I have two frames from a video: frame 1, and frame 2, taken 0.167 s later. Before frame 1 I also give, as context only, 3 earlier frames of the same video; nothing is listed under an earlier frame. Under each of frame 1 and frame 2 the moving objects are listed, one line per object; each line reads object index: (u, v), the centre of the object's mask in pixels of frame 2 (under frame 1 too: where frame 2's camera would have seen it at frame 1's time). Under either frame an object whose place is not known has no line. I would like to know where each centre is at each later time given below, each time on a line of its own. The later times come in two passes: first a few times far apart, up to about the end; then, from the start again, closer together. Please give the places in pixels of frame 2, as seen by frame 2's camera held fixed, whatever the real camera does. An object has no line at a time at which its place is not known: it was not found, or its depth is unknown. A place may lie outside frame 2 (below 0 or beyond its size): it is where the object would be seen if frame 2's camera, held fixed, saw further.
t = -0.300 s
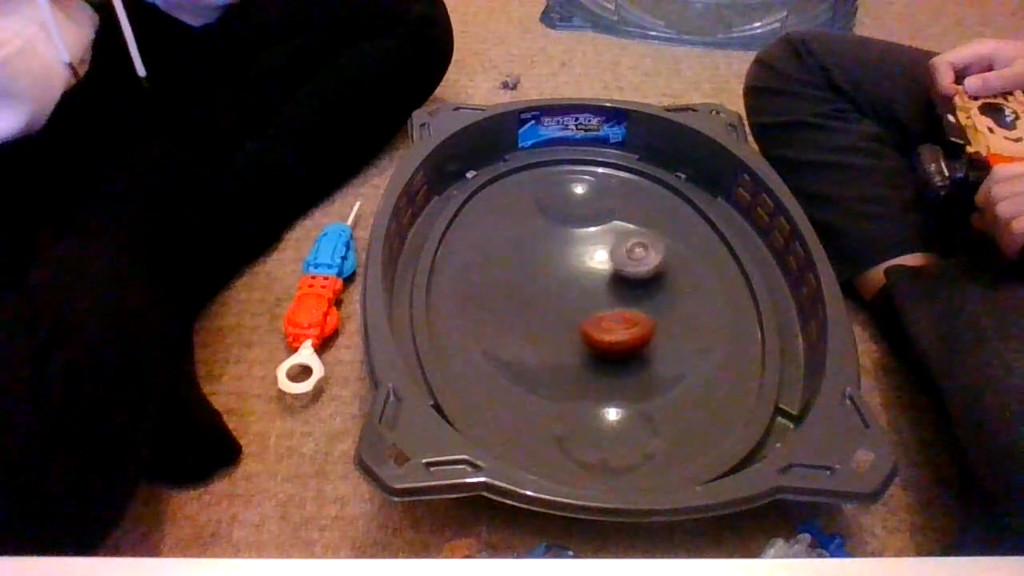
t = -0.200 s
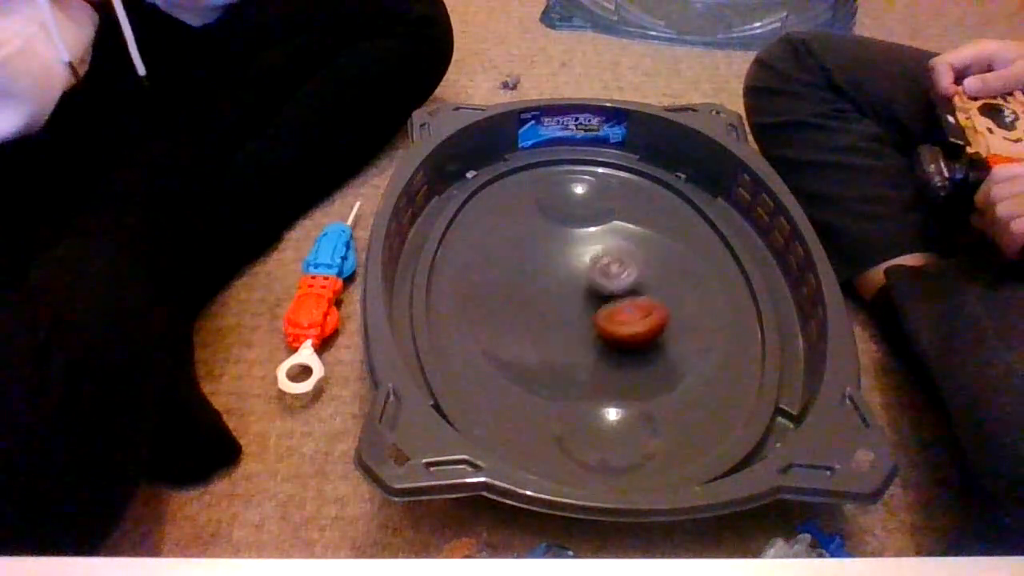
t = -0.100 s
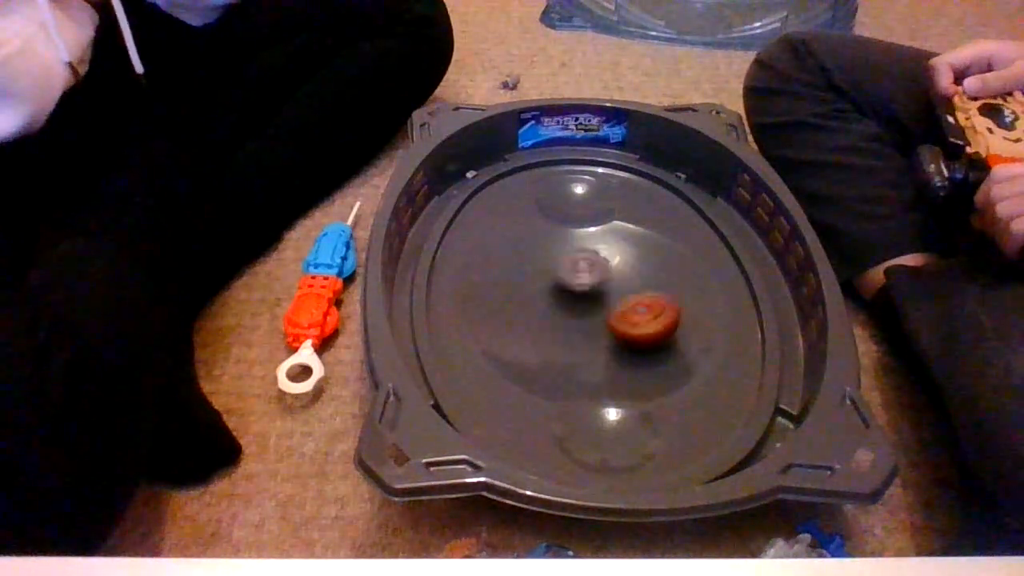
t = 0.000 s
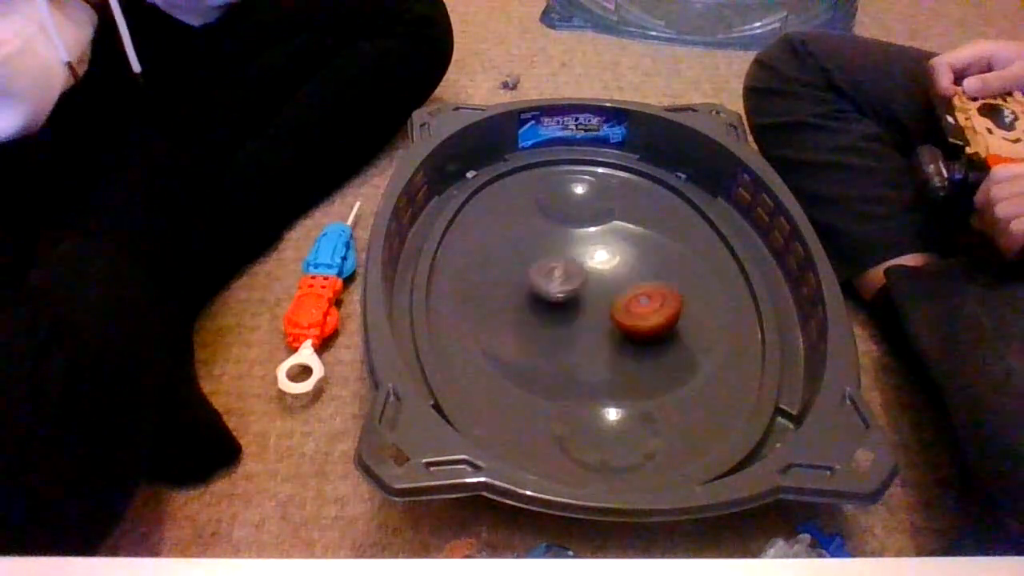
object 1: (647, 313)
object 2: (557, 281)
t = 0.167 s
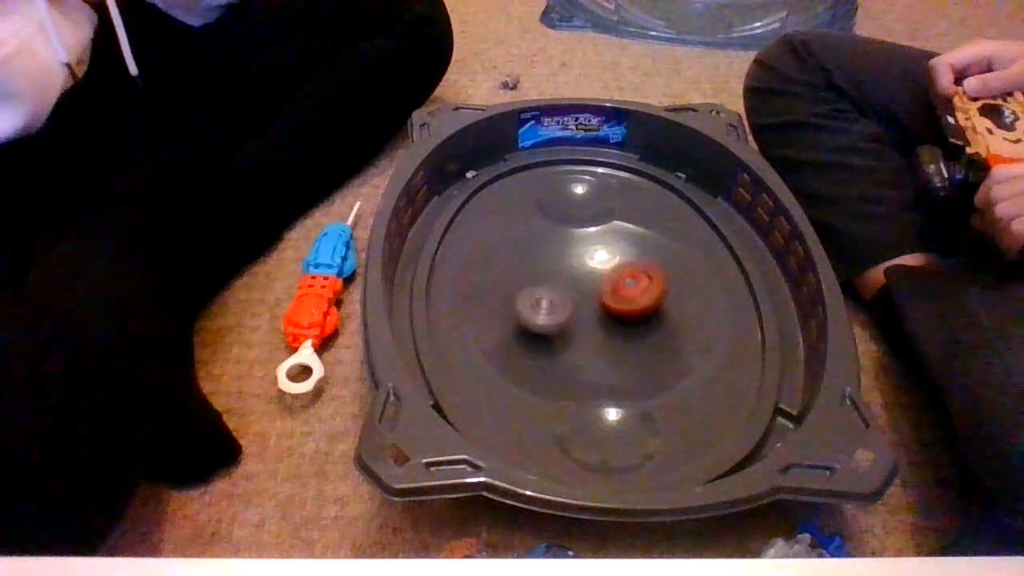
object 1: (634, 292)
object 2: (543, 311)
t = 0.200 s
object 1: (630, 288)
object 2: (546, 318)
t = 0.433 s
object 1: (600, 263)
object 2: (610, 333)
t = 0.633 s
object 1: (571, 260)
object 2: (625, 297)
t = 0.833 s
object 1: (547, 271)
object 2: (612, 277)
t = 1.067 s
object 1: (535, 296)
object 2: (617, 296)
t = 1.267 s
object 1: (556, 323)
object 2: (622, 321)
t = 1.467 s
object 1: (575, 340)
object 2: (650, 295)
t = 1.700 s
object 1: (614, 332)
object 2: (592, 281)
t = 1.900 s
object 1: (634, 313)
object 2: (549, 298)
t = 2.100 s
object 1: (630, 287)
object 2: (553, 326)
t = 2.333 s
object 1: (603, 265)
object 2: (605, 316)
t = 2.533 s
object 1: (572, 258)
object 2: (623, 306)
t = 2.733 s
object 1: (544, 269)
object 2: (608, 300)
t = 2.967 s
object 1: (538, 299)
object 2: (606, 317)
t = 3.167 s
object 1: (557, 323)
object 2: (622, 313)
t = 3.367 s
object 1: (589, 334)
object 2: (619, 278)
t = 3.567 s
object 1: (618, 325)
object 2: (578, 276)
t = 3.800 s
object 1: (628, 298)
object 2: (560, 309)
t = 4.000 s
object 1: (609, 278)
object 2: (590, 330)
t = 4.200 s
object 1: (578, 271)
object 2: (617, 313)
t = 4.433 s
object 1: (552, 284)
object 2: (627, 300)
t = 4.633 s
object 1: (548, 308)
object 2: (620, 292)
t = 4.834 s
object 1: (576, 332)
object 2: (617, 274)
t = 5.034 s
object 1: (602, 325)
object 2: (595, 264)
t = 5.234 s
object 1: (611, 314)
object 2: (562, 271)
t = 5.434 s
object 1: (603, 299)
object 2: (528, 283)
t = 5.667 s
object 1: (592, 294)
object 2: (508, 308)
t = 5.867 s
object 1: (582, 298)
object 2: (542, 332)
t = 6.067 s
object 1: (590, 297)
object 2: (582, 345)
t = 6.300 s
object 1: (592, 291)
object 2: (628, 337)
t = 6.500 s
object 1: (585, 284)
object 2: (648, 327)
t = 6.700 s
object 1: (567, 284)
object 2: (648, 317)
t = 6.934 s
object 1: (566, 297)
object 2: (635, 305)
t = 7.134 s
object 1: (574, 306)
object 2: (642, 290)
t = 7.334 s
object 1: (583, 306)
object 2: (636, 272)
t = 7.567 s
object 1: (580, 312)
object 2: (614, 268)
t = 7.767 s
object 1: (579, 314)
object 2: (597, 269)
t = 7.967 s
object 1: (585, 318)
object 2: (584, 265)
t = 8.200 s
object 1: (596, 316)
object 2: (574, 263)
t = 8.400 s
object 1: (597, 314)
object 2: (555, 274)
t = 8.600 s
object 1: (597, 311)
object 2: (542, 270)
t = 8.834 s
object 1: (610, 316)
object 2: (541, 264)
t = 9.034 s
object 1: (602, 307)
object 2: (550, 294)
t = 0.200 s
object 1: (630, 288)
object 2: (546, 318)
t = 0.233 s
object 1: (625, 284)
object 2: (552, 324)
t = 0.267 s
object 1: (621, 280)
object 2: (560, 330)
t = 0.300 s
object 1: (617, 276)
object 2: (568, 333)
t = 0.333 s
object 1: (613, 272)
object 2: (579, 337)
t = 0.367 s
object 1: (609, 269)
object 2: (590, 338)
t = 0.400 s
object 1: (605, 266)
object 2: (600, 336)
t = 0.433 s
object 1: (600, 263)
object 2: (610, 333)
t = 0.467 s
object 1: (595, 261)
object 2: (617, 329)
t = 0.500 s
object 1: (590, 260)
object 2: (621, 323)
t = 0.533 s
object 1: (585, 258)
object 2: (625, 317)
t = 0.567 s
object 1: (581, 258)
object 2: (626, 312)
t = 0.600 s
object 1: (576, 259)
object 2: (627, 304)
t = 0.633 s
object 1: (571, 260)
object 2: (625, 297)
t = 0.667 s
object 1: (566, 261)
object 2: (625, 291)
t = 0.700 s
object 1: (561, 262)
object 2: (625, 289)
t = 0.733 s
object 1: (558, 263)
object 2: (625, 285)
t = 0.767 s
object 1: (555, 266)
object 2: (622, 282)
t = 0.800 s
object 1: (550, 269)
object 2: (618, 280)
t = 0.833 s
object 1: (547, 271)
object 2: (612, 277)
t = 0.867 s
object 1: (542, 274)
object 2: (612, 278)
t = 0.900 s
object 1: (538, 276)
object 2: (613, 279)
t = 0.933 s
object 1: (535, 280)
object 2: (613, 282)
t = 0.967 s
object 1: (534, 284)
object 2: (613, 285)
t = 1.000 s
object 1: (533, 287)
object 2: (614, 289)
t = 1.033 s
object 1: (534, 292)
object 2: (615, 293)
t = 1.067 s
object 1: (535, 296)
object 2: (617, 296)
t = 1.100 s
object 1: (538, 301)
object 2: (617, 304)
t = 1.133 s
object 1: (540, 306)
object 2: (619, 307)
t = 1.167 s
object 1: (544, 310)
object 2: (620, 310)
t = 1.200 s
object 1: (547, 315)
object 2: (621, 314)
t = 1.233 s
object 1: (552, 320)
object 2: (622, 316)
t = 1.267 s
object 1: (556, 323)
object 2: (622, 321)
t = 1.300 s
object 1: (558, 327)
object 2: (628, 320)
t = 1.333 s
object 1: (558, 330)
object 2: (640, 316)
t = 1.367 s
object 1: (561, 333)
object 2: (647, 310)
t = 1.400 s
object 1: (565, 337)
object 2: (650, 304)
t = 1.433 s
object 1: (570, 339)
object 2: (652, 301)
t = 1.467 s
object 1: (575, 340)
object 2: (650, 295)
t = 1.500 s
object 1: (580, 340)
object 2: (645, 290)
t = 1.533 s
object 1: (587, 340)
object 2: (639, 287)
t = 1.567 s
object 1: (592, 340)
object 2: (630, 284)
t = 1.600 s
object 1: (597, 338)
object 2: (620, 279)
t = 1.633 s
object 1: (602, 336)
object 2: (610, 279)
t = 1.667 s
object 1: (608, 334)
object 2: (599, 280)
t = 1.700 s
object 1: (614, 332)
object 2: (592, 281)
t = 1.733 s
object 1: (617, 330)
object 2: (584, 284)
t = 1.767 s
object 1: (621, 327)
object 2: (574, 286)
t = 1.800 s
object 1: (626, 323)
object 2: (567, 289)
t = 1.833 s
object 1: (629, 319)
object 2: (560, 291)
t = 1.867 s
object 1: (632, 317)
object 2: (554, 295)
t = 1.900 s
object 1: (634, 313)
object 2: (549, 298)
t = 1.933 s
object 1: (635, 307)
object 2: (546, 302)
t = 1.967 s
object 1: (635, 304)
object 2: (543, 307)
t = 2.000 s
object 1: (636, 299)
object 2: (542, 311)
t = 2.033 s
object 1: (635, 295)
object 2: (543, 317)
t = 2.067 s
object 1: (633, 291)
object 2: (548, 322)
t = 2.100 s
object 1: (630, 287)
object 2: (553, 326)
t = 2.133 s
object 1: (627, 283)
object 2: (560, 330)
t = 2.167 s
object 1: (624, 280)
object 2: (571, 330)
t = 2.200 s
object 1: (621, 277)
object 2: (581, 330)
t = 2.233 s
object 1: (616, 274)
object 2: (587, 327)
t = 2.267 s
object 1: (612, 270)
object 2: (594, 324)
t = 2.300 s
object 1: (608, 267)
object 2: (601, 319)
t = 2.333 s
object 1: (603, 265)
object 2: (605, 316)
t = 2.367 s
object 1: (596, 262)
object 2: (609, 317)
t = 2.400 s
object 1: (591, 260)
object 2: (613, 317)
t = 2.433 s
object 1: (587, 260)
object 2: (618, 315)
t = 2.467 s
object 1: (580, 259)
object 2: (621, 313)
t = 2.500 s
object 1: (576, 257)
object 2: (624, 310)
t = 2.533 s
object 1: (572, 258)
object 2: (623, 306)
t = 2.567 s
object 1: (567, 260)
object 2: (620, 302)
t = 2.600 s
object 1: (563, 261)
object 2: (613, 297)
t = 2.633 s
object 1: (557, 262)
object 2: (613, 295)
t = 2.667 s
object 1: (553, 264)
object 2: (613, 295)
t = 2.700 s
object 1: (547, 265)
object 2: (611, 297)
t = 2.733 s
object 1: (544, 269)
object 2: (608, 300)
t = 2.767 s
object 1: (541, 272)
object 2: (604, 302)
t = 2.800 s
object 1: (538, 276)
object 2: (601, 304)
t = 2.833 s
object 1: (537, 279)
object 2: (599, 306)
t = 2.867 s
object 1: (537, 284)
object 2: (598, 309)
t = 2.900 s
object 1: (536, 289)
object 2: (600, 311)
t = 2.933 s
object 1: (536, 293)
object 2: (603, 316)
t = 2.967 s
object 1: (538, 299)
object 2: (606, 317)
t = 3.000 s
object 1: (539, 303)
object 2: (609, 319)
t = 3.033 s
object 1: (542, 306)
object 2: (610, 318)
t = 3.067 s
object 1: (545, 312)
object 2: (615, 320)
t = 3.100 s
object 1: (548, 316)
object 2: (620, 318)
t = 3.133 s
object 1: (553, 320)
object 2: (621, 315)
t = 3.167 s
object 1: (557, 323)
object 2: (622, 313)
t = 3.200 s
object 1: (563, 326)
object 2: (622, 308)
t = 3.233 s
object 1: (567, 329)
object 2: (626, 302)
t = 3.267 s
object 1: (571, 331)
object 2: (627, 296)
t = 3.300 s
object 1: (576, 332)
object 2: (625, 289)
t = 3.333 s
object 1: (582, 334)
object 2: (622, 282)
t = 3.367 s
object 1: (589, 334)
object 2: (619, 278)
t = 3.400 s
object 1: (594, 333)
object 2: (613, 273)
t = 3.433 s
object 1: (600, 332)
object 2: (608, 271)
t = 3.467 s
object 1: (605, 331)
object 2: (599, 271)
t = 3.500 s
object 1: (610, 329)
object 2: (591, 271)
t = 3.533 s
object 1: (613, 327)
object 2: (584, 274)
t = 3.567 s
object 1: (618, 325)
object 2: (578, 276)
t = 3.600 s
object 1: (622, 321)
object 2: (572, 279)
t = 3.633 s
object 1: (625, 319)
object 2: (566, 286)
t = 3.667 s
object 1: (627, 315)
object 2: (563, 290)
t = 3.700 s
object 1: (628, 311)
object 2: (560, 294)
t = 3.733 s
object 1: (629, 307)
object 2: (557, 302)
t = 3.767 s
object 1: (629, 302)
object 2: (559, 306)
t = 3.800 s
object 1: (628, 298)
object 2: (560, 309)
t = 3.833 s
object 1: (626, 294)
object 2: (563, 315)
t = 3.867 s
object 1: (624, 290)
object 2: (567, 321)
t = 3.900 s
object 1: (621, 287)
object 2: (570, 325)
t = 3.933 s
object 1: (618, 283)
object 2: (577, 328)
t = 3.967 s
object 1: (614, 280)
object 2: (584, 329)
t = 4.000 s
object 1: (609, 278)
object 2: (590, 330)
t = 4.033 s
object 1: (605, 274)
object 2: (598, 330)
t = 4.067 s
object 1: (600, 273)
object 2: (604, 328)
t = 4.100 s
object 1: (594, 272)
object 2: (608, 325)
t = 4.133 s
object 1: (589, 270)
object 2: (614, 321)
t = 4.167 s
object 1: (583, 270)
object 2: (615, 317)
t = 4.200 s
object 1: (578, 271)
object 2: (617, 313)
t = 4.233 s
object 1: (572, 270)
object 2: (619, 311)
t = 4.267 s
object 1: (568, 271)
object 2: (623, 310)
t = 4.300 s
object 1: (564, 273)
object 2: (625, 311)
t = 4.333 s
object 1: (560, 275)
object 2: (628, 309)
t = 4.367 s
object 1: (557, 278)
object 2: (629, 305)
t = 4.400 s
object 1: (554, 281)
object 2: (629, 301)
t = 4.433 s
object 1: (552, 284)
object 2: (627, 300)
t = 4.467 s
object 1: (550, 288)
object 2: (621, 300)
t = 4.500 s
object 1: (550, 292)
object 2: (616, 297)
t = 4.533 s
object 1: (548, 297)
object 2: (614, 295)
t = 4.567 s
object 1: (545, 300)
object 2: (618, 294)
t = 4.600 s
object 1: (546, 305)
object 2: (618, 293)
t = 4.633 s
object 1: (548, 308)
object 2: (620, 292)
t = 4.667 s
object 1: (554, 315)
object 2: (618, 290)
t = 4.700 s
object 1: (559, 319)
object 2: (615, 290)
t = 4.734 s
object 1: (566, 326)
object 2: (610, 291)
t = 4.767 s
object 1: (567, 329)
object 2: (614, 283)
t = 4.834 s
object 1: (576, 332)
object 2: (617, 274)
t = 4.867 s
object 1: (581, 333)
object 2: (617, 271)
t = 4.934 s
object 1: (590, 331)
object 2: (611, 266)
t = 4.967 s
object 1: (595, 330)
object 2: (607, 264)
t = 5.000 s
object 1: (598, 328)
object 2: (600, 265)
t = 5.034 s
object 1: (602, 325)
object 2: (595, 264)
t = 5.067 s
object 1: (604, 322)
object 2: (592, 271)
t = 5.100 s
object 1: (607, 321)
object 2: (587, 274)
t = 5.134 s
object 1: (609, 320)
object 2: (580, 272)
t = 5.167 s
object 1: (611, 320)
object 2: (574, 271)
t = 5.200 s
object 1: (611, 317)
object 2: (568, 271)
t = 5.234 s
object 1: (611, 314)
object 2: (562, 271)
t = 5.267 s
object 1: (608, 311)
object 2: (556, 272)
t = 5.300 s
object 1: (606, 307)
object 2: (552, 275)
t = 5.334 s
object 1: (606, 306)
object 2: (544, 276)
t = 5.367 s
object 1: (607, 304)
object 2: (536, 277)
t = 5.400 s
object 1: (606, 301)
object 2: (531, 279)
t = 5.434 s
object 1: (603, 299)
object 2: (528, 283)
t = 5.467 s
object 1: (599, 297)
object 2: (527, 284)
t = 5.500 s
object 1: (595, 296)
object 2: (527, 290)
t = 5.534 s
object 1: (596, 295)
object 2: (519, 294)
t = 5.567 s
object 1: (598, 294)
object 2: (510, 298)
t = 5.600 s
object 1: (598, 293)
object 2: (507, 301)
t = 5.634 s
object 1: (595, 293)
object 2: (506, 305)
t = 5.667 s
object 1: (592, 294)
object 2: (508, 308)
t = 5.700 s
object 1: (587, 296)
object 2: (511, 311)
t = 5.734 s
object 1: (585, 297)
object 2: (519, 317)
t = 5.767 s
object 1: (582, 298)
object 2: (525, 321)
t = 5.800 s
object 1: (582, 299)
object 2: (531, 325)
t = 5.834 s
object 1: (582, 298)
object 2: (535, 329)
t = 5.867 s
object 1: (582, 298)
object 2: (542, 332)
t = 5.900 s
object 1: (582, 298)
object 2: (545, 336)
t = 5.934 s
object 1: (584, 297)
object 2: (552, 340)
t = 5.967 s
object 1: (586, 297)
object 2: (557, 343)
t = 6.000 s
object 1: (586, 297)
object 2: (566, 345)
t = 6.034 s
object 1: (589, 297)
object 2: (573, 345)
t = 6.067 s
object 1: (590, 297)
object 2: (582, 345)
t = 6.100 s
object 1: (591, 295)
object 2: (590, 344)
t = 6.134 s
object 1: (591, 294)
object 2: (596, 344)
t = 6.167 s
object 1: (592, 293)
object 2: (601, 343)
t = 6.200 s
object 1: (593, 293)
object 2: (608, 342)
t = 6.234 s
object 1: (593, 292)
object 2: (615, 340)
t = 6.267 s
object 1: (593, 292)
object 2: (622, 337)
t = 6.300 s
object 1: (592, 291)
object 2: (628, 337)
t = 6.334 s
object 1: (591, 290)
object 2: (635, 338)
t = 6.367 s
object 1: (590, 288)
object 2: (638, 338)
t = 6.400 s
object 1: (588, 286)
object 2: (642, 336)
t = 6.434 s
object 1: (588, 285)
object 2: (645, 334)
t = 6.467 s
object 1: (586, 285)
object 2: (648, 332)
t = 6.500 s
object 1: (585, 284)
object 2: (648, 327)
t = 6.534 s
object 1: (584, 284)
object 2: (645, 323)
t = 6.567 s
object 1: (582, 285)
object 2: (640, 320)
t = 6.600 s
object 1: (579, 285)
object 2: (636, 317)
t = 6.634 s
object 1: (576, 284)
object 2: (636, 318)
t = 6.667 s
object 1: (571, 284)
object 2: (645, 317)
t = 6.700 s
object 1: (567, 284)
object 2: (648, 317)
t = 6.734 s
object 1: (565, 286)
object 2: (649, 315)
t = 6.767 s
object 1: (565, 287)
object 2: (649, 314)
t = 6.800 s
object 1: (565, 289)
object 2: (648, 311)
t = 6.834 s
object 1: (566, 291)
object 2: (643, 310)
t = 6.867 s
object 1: (567, 293)
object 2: (637, 308)
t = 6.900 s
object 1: (567, 296)
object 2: (633, 307)
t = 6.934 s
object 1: (566, 297)
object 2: (635, 305)
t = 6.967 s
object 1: (565, 299)
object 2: (636, 304)
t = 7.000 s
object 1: (566, 301)
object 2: (637, 301)
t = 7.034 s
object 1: (567, 303)
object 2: (640, 299)
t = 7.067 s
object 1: (570, 303)
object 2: (639, 296)
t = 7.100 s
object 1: (573, 305)
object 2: (639, 293)
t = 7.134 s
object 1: (574, 306)
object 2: (642, 290)
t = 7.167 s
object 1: (575, 307)
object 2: (641, 289)
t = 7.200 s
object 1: (579, 307)
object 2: (640, 286)
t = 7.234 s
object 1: (580, 307)
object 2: (639, 281)
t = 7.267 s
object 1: (580, 307)
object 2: (640, 278)
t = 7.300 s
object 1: (581, 307)
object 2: (638, 276)
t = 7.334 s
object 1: (583, 306)
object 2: (636, 272)
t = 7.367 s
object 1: (584, 306)
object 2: (631, 272)
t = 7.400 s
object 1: (582, 306)
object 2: (627, 270)
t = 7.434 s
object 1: (582, 306)
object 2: (625, 271)
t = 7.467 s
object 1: (582, 306)
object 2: (620, 268)
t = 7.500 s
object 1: (582, 311)
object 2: (618, 268)
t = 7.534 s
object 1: (581, 311)
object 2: (615, 268)
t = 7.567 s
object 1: (580, 312)
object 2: (614, 268)
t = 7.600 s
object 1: (579, 312)
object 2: (611, 268)
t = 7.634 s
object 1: (578, 312)
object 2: (608, 268)
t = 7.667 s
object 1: (578, 312)
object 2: (604, 268)
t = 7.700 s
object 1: (578, 313)
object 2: (600, 270)
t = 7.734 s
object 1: (578, 315)
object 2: (599, 270)
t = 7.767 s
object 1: (579, 314)
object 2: (597, 269)
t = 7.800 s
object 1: (580, 315)
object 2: (594, 270)
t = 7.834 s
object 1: (581, 317)
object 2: (592, 266)
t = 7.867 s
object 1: (583, 317)
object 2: (592, 265)
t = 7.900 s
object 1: (584, 319)
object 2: (590, 267)
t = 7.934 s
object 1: (585, 320)
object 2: (587, 266)
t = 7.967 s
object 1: (585, 318)
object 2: (584, 265)
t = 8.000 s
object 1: (585, 318)
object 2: (584, 264)
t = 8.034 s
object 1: (586, 317)
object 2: (584, 265)
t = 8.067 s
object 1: (587, 315)
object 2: (582, 265)
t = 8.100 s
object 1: (589, 314)
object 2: (581, 264)
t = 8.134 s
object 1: (591, 314)
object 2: (582, 265)
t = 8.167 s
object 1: (594, 316)
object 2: (574, 265)
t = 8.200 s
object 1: (596, 316)
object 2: (574, 263)
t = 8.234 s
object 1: (597, 317)
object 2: (573, 265)
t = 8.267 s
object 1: (596, 316)
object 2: (571, 266)
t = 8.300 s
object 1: (594, 316)
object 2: (567, 269)
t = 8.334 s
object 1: (593, 315)
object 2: (563, 271)
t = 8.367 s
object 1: (595, 315)
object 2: (559, 272)
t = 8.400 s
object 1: (597, 314)
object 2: (555, 274)
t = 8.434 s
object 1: (599, 314)
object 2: (553, 273)
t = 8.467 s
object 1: (597, 312)
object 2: (550, 273)
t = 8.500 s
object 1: (595, 310)
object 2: (548, 272)
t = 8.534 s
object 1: (593, 310)
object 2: (543, 273)
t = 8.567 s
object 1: (594, 311)
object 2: (541, 270)
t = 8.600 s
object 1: (597, 311)
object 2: (542, 270)
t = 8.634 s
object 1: (597, 310)
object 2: (541, 271)
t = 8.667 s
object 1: (597, 308)
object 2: (542, 272)
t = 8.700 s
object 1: (594, 308)
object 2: (544, 271)
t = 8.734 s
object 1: (599, 312)
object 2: (542, 268)
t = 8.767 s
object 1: (605, 315)
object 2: (539, 264)
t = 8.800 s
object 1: (609, 317)
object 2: (539, 263)
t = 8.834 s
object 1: (610, 316)
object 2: (541, 264)
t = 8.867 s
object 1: (612, 315)
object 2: (543, 269)
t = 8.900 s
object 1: (610, 316)
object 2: (544, 273)
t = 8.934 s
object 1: (608, 313)
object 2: (545, 278)
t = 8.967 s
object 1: (604, 311)
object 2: (547, 285)
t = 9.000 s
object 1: (603, 309)
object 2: (551, 291)
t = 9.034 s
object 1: (602, 307)
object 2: (550, 294)
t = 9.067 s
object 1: (602, 306)
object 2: (548, 295)
